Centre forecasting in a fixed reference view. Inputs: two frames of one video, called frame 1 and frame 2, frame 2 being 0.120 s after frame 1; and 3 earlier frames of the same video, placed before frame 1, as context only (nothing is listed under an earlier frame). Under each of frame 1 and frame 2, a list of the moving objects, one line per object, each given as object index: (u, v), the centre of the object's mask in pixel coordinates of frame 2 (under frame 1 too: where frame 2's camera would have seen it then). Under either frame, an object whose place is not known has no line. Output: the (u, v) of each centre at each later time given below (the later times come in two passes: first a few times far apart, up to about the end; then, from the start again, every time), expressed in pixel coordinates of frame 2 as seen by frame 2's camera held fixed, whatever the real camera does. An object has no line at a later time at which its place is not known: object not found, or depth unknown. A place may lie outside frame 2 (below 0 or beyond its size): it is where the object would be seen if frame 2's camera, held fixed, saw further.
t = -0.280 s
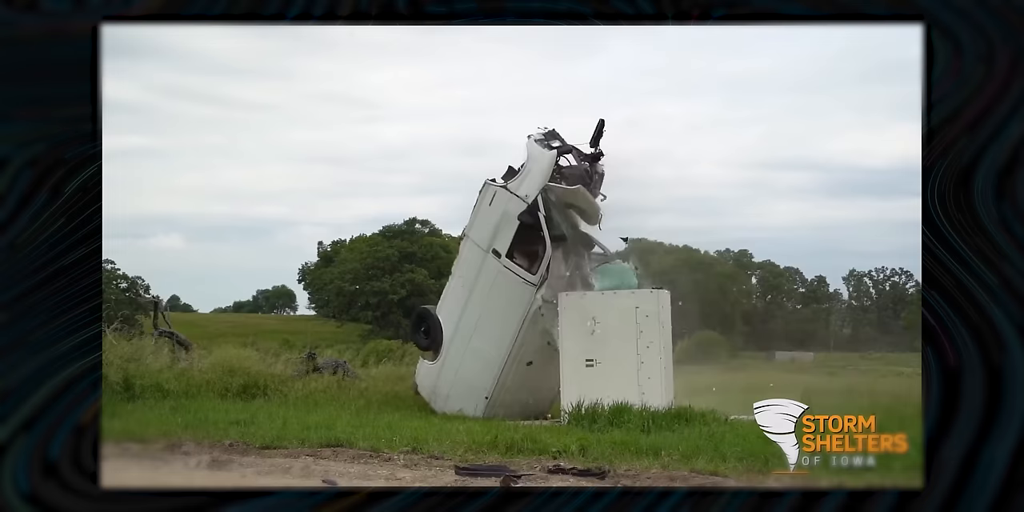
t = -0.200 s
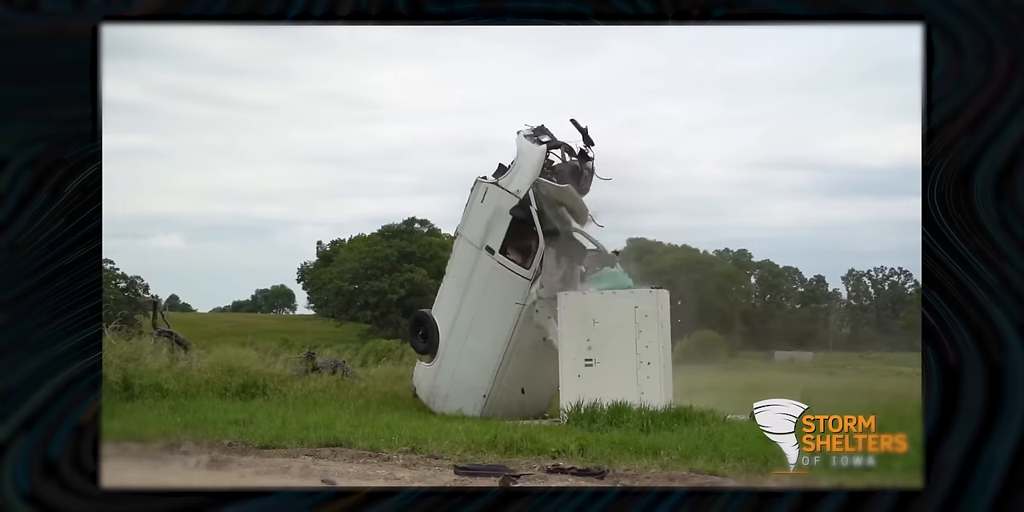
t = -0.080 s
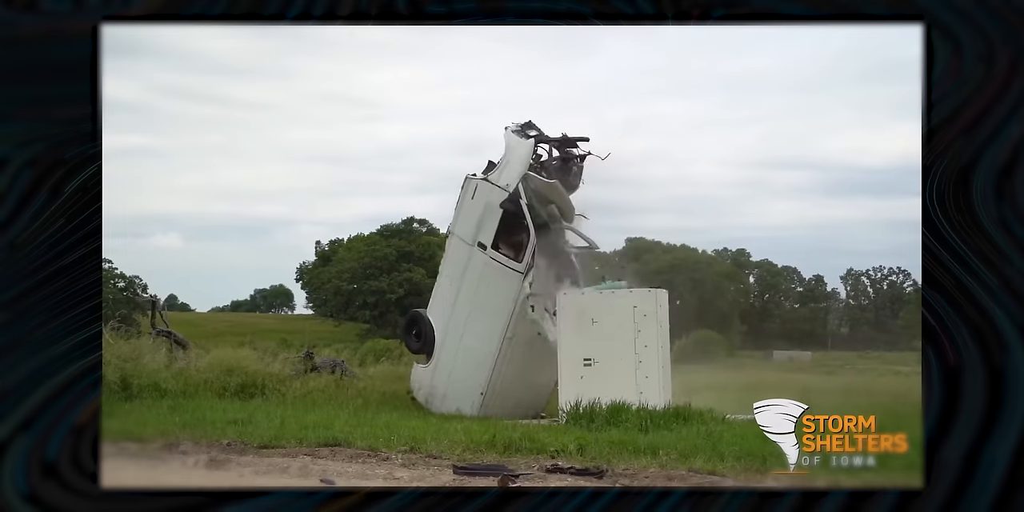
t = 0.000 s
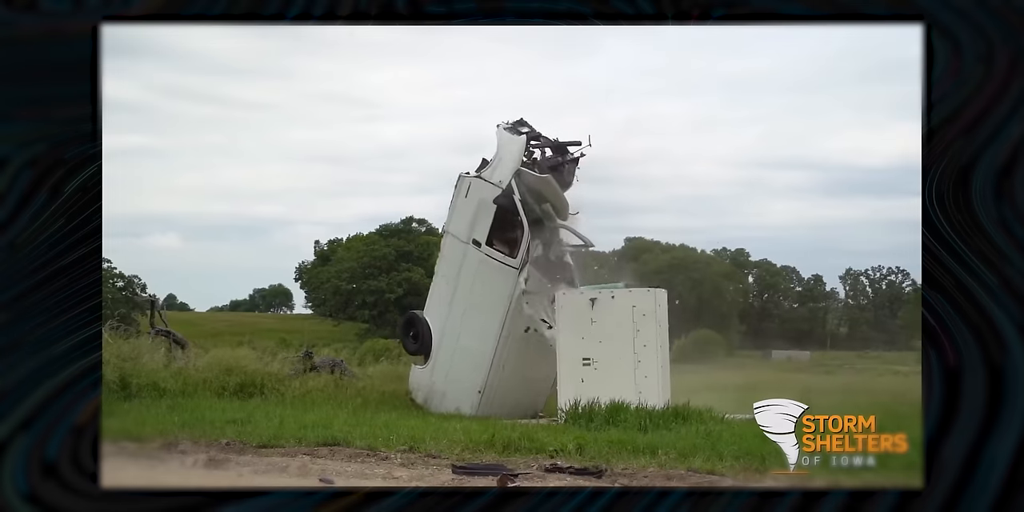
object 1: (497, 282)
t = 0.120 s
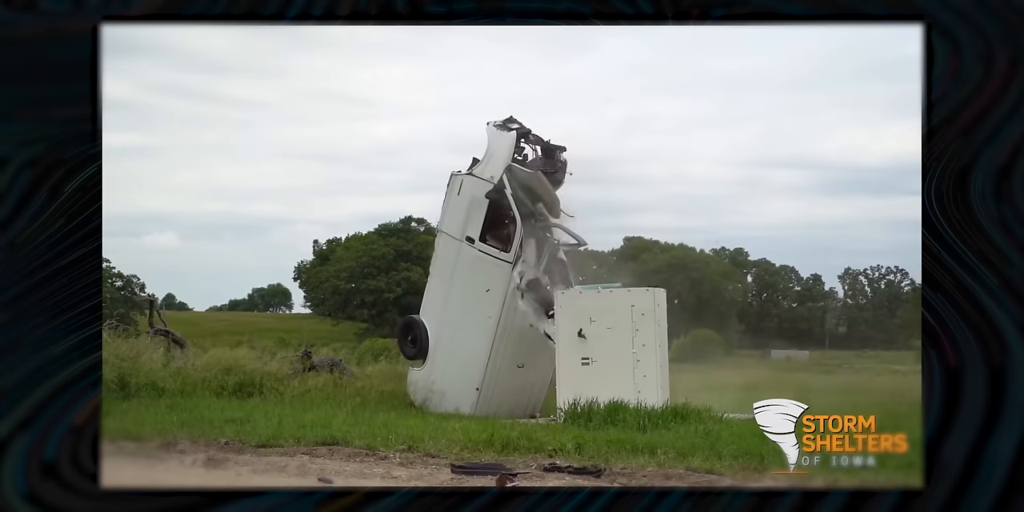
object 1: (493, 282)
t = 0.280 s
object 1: (489, 283)
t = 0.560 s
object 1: (480, 286)
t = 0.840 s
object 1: (469, 286)
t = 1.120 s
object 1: (461, 287)
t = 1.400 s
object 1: (453, 288)
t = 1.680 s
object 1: (443, 290)
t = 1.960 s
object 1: (429, 296)
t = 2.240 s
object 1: (411, 308)
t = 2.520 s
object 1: (390, 334)
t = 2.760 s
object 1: (384, 345)
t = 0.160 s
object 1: (492, 283)
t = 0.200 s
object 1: (490, 283)
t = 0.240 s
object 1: (490, 283)
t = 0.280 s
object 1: (489, 283)
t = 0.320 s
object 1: (487, 283)
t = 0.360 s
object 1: (486, 283)
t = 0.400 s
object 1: (485, 284)
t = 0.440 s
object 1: (484, 284)
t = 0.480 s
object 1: (483, 284)
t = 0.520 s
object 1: (481, 285)
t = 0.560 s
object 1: (480, 286)
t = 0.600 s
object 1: (478, 286)
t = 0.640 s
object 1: (476, 286)
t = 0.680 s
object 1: (475, 287)
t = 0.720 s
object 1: (473, 287)
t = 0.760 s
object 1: (472, 287)
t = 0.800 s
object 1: (469, 286)
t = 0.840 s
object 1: (469, 286)
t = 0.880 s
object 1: (469, 285)
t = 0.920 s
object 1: (466, 285)
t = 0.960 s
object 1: (466, 285)
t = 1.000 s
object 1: (464, 286)
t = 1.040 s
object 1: (464, 286)
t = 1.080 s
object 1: (462, 286)
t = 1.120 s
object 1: (461, 287)
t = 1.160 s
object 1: (460, 287)
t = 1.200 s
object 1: (459, 287)
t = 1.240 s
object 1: (458, 287)
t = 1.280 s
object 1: (457, 287)
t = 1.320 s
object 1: (455, 288)
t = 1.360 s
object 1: (454, 288)
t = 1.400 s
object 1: (453, 288)
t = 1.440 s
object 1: (451, 288)
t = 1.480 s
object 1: (450, 289)
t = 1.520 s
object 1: (448, 289)
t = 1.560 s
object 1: (447, 289)
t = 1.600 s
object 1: (445, 289)
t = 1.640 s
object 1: (444, 290)
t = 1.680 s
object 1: (443, 290)
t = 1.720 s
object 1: (440, 291)
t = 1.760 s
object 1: (439, 291)
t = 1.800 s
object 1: (436, 292)
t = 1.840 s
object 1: (435, 293)
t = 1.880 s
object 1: (433, 294)
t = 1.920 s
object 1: (430, 295)
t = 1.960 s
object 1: (429, 296)
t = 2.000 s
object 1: (426, 297)
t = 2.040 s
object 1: (424, 298)
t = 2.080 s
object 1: (422, 300)
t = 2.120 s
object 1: (418, 302)
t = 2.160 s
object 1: (416, 303)
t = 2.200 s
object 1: (413, 306)
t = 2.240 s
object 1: (411, 308)
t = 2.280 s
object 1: (409, 310)
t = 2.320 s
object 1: (405, 314)
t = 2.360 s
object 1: (403, 317)
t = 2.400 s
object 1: (399, 322)
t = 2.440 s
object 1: (397, 325)
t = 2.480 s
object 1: (394, 329)
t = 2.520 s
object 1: (390, 334)
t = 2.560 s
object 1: (387, 339)
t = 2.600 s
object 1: (384, 343)
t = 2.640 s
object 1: (384, 344)
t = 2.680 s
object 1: (384, 345)
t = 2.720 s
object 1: (384, 345)
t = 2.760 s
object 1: (384, 345)
